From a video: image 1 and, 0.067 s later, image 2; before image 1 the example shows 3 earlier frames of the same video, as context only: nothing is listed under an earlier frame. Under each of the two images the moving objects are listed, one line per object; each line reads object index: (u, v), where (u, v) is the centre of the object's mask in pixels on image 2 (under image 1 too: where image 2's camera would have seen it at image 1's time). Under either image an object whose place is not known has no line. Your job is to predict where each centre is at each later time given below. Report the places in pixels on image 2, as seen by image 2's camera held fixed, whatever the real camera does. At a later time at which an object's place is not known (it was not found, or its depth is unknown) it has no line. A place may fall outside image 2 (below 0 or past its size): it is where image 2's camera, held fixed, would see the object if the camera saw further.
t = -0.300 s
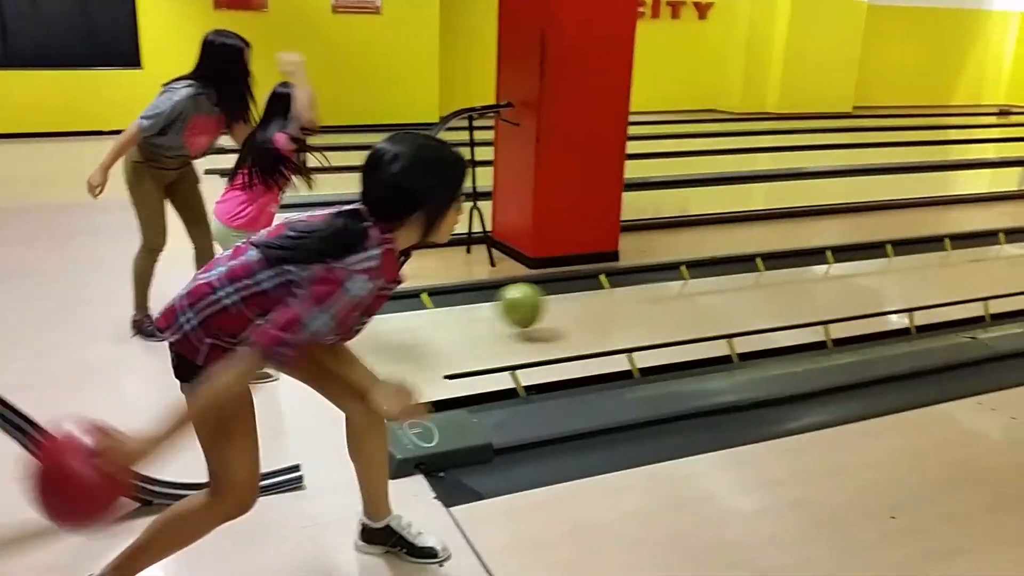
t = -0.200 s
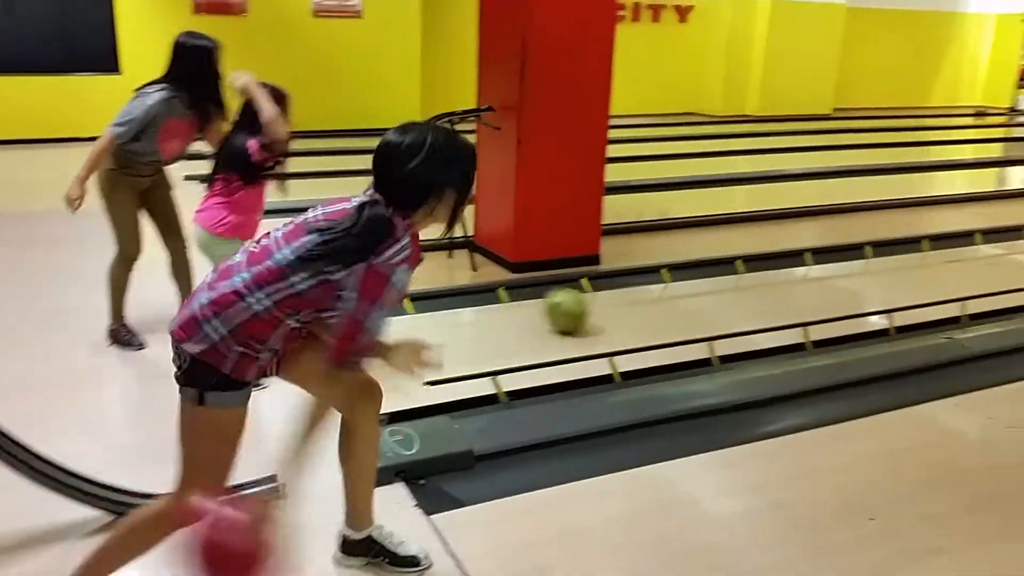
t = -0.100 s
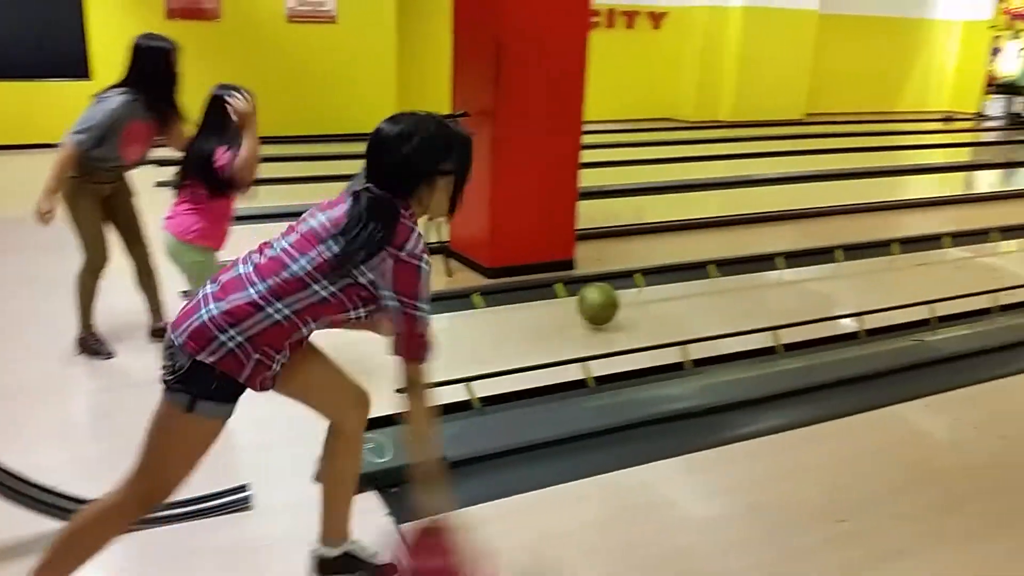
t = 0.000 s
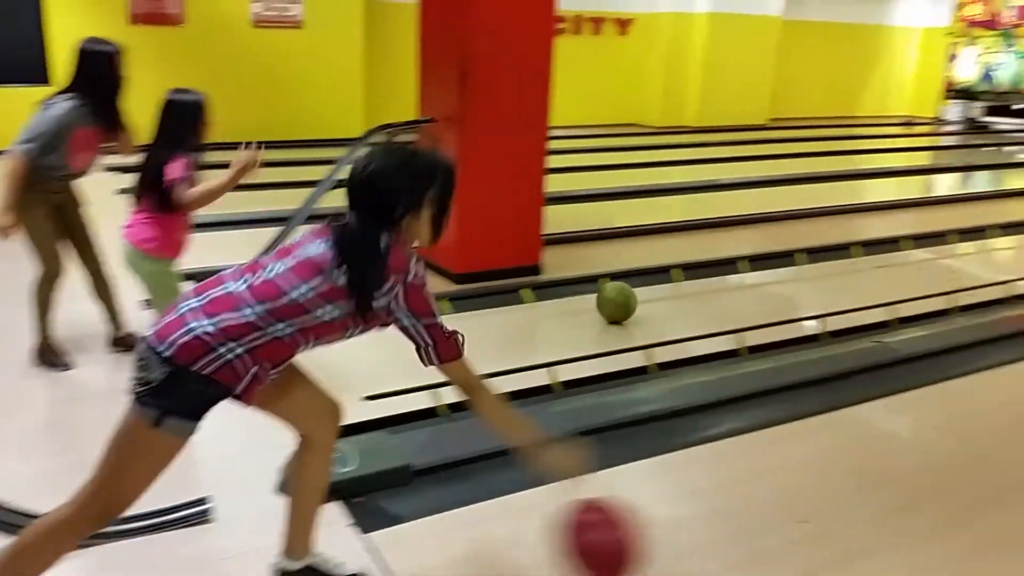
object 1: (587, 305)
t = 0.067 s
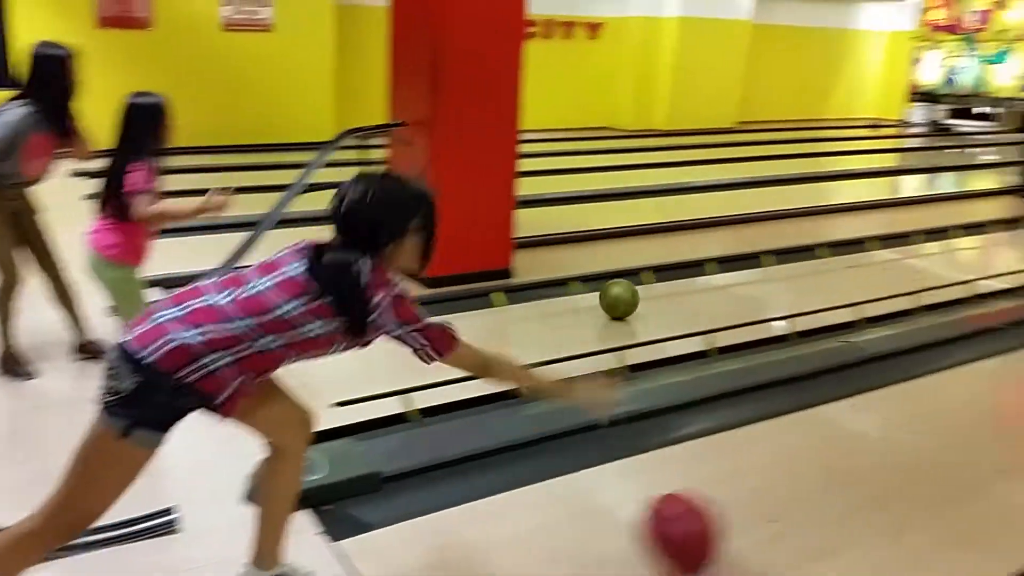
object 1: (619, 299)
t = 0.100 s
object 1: (634, 296)
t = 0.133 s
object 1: (649, 293)
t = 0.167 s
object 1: (663, 290)
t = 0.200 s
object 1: (677, 287)
